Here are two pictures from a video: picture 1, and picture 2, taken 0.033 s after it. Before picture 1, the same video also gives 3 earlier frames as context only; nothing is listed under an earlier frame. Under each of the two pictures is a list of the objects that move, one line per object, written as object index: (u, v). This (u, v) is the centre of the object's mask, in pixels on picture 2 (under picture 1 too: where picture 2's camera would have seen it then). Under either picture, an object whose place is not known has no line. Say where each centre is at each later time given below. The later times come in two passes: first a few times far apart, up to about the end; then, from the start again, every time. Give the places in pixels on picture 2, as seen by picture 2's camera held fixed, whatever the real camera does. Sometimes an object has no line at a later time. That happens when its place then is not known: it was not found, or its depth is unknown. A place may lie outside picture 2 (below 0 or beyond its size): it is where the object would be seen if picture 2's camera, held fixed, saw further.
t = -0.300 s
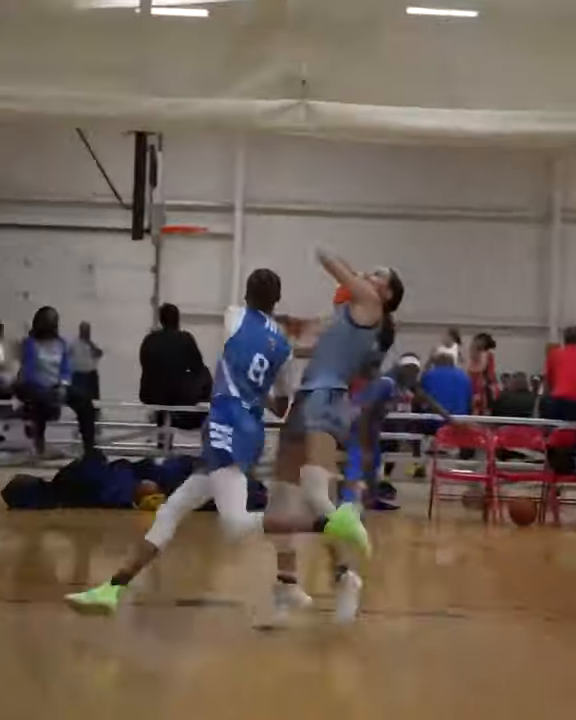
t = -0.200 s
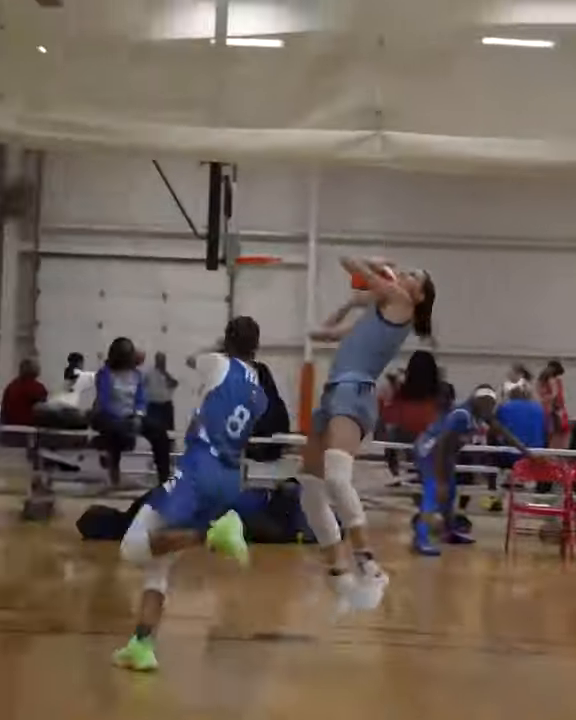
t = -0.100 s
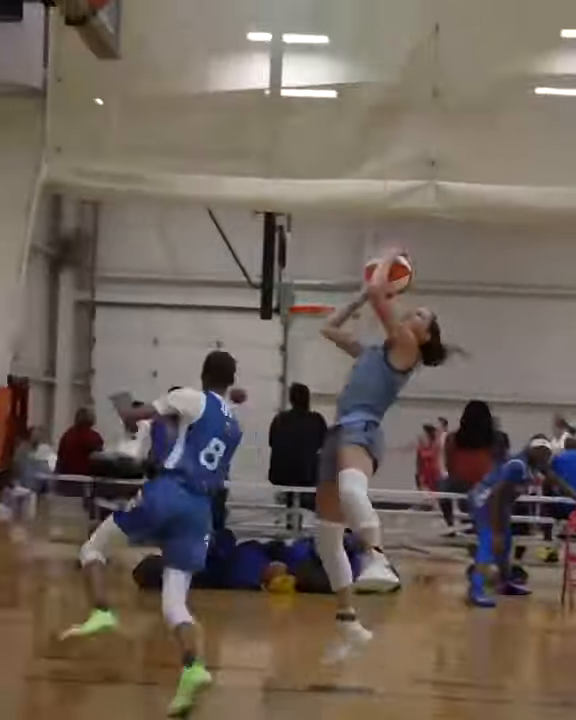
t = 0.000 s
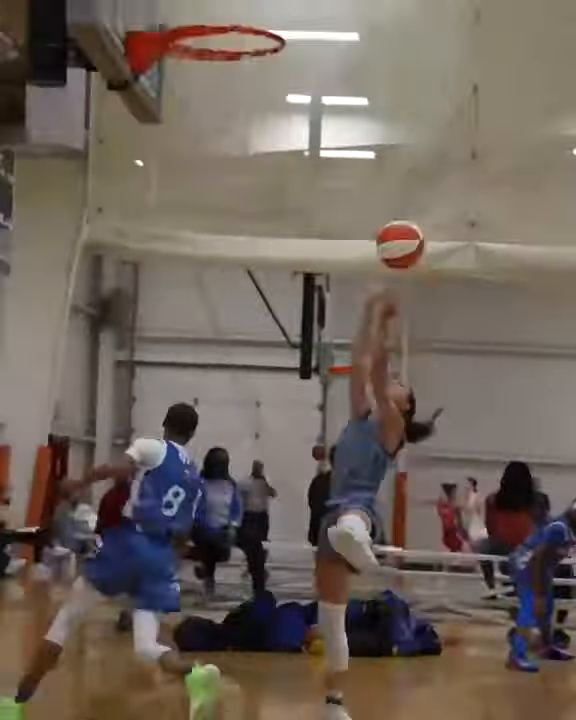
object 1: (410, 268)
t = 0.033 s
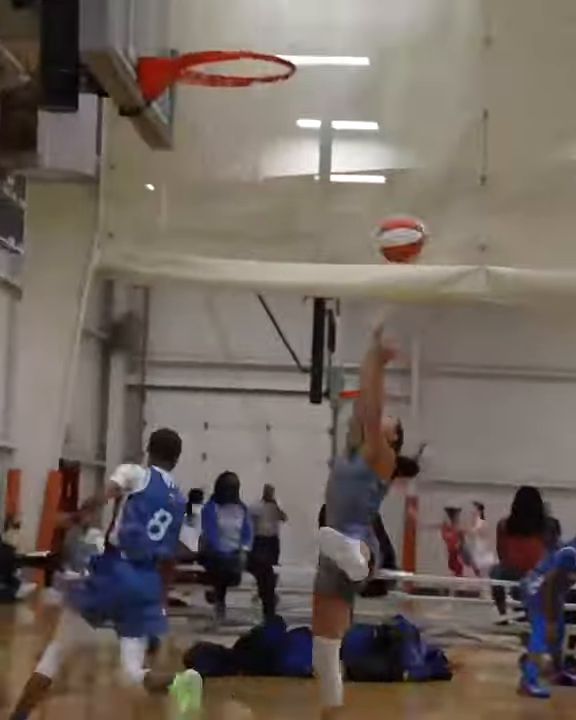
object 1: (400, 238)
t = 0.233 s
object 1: (345, 104)
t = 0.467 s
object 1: (268, 42)
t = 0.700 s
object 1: (210, 56)
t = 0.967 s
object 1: (262, 91)
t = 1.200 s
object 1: (272, 161)
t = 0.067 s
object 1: (392, 210)
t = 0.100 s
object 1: (384, 186)
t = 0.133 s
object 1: (375, 163)
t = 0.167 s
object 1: (365, 141)
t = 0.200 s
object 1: (355, 122)
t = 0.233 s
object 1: (345, 104)
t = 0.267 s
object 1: (335, 90)
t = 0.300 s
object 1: (325, 77)
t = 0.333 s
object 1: (315, 66)
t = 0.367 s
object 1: (302, 58)
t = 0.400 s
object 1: (290, 51)
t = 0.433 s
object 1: (280, 43)
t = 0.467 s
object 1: (268, 42)
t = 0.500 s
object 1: (256, 46)
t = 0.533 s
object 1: (243, 49)
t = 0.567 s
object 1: (231, 51)
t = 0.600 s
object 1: (227, 51)
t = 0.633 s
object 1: (221, 49)
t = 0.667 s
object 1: (216, 51)
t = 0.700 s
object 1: (210, 56)
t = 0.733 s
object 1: (211, 57)
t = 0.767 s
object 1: (216, 58)
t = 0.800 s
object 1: (222, 60)
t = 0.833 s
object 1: (230, 69)
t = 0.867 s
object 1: (241, 70)
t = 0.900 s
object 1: (250, 78)
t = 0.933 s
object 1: (257, 87)
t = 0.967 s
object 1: (262, 91)
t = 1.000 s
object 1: (268, 98)
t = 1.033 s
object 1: (274, 110)
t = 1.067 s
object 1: (276, 121)
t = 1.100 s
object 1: (278, 131)
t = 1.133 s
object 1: (279, 142)
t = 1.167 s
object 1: (277, 150)
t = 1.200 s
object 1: (272, 161)
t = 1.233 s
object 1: (267, 173)
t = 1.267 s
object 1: (264, 186)
